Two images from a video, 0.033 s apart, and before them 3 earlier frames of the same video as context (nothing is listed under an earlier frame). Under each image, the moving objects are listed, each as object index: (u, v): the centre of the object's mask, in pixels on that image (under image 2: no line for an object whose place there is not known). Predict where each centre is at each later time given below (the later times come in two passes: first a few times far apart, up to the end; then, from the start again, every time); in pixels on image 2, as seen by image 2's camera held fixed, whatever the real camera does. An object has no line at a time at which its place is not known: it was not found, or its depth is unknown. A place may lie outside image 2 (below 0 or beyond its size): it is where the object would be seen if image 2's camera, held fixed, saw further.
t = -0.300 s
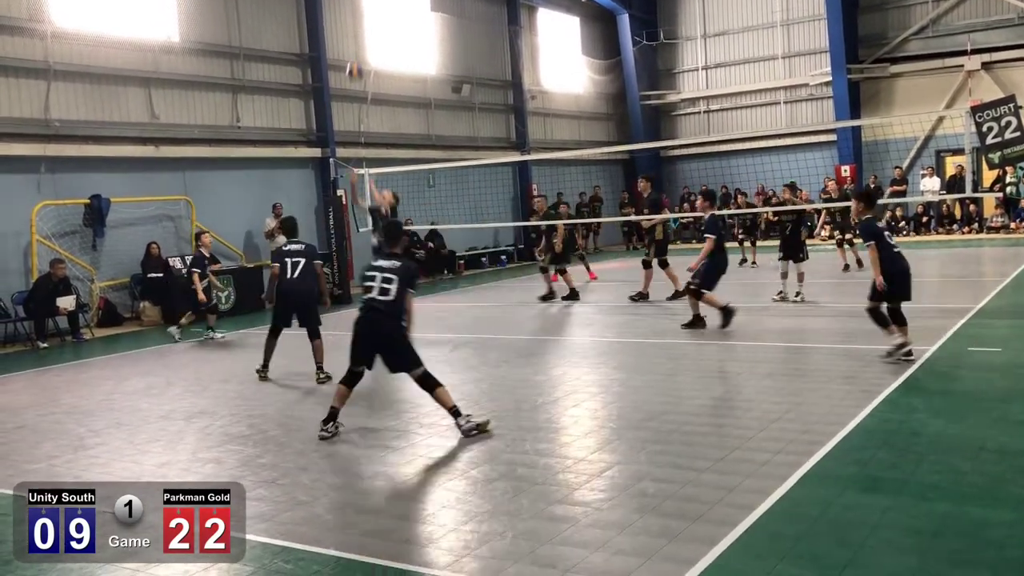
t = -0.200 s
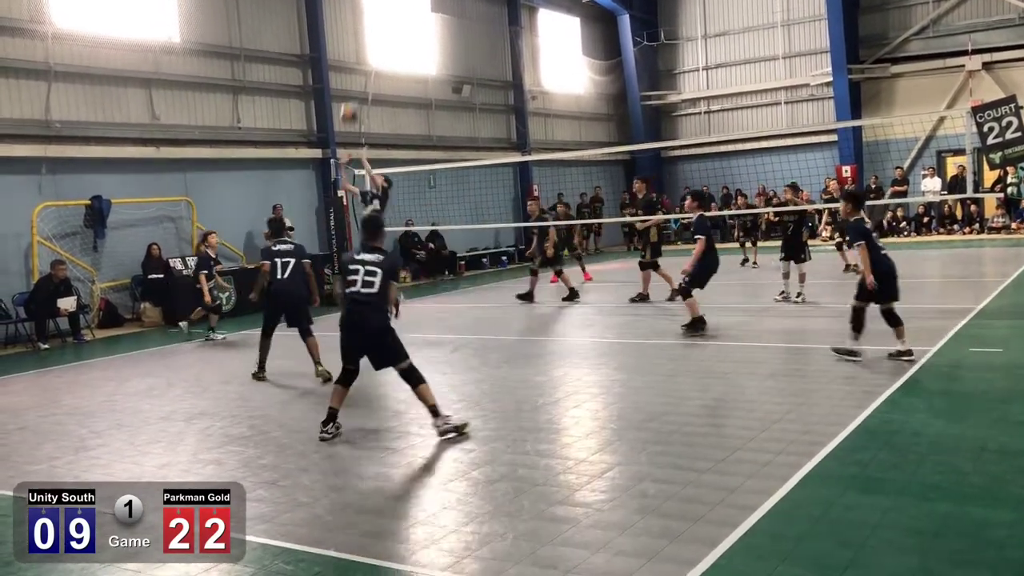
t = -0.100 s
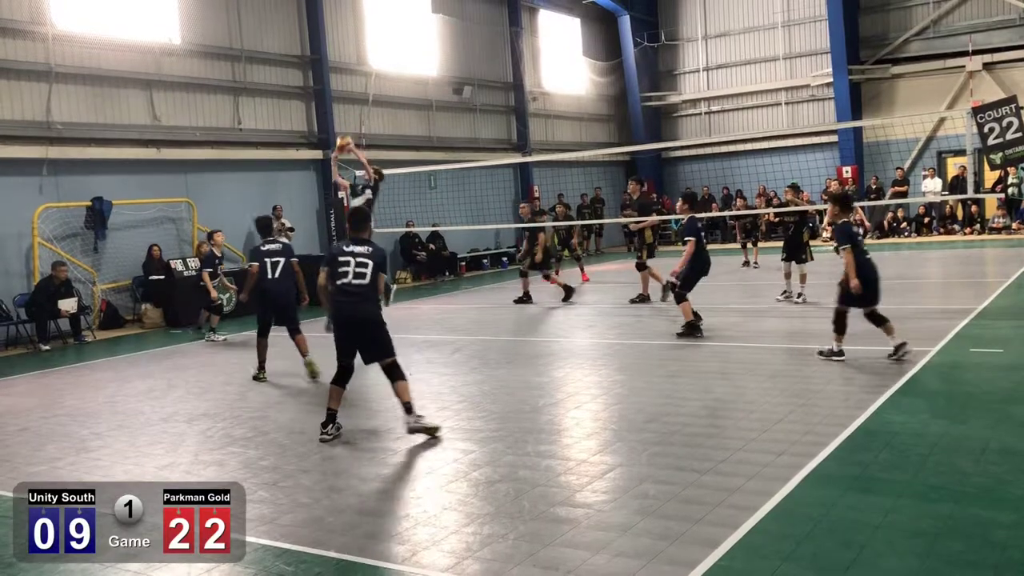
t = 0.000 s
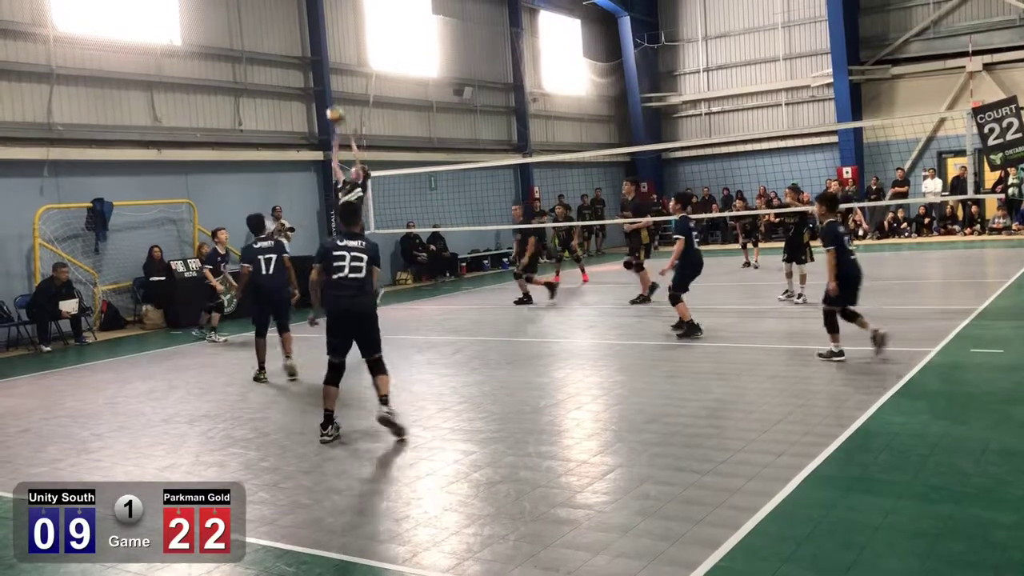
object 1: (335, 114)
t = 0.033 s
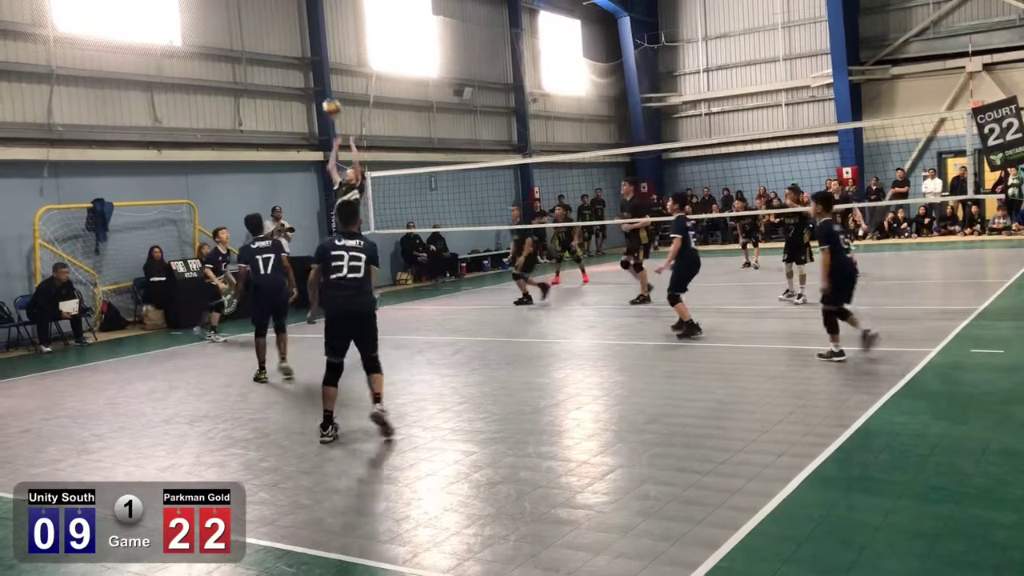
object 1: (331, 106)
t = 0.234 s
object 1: (311, 74)
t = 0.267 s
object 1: (309, 72)
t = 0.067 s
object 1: (327, 99)
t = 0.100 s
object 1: (324, 92)
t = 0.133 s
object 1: (321, 86)
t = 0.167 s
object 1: (317, 81)
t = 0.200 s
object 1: (314, 77)
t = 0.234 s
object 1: (311, 74)
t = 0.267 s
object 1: (309, 72)
